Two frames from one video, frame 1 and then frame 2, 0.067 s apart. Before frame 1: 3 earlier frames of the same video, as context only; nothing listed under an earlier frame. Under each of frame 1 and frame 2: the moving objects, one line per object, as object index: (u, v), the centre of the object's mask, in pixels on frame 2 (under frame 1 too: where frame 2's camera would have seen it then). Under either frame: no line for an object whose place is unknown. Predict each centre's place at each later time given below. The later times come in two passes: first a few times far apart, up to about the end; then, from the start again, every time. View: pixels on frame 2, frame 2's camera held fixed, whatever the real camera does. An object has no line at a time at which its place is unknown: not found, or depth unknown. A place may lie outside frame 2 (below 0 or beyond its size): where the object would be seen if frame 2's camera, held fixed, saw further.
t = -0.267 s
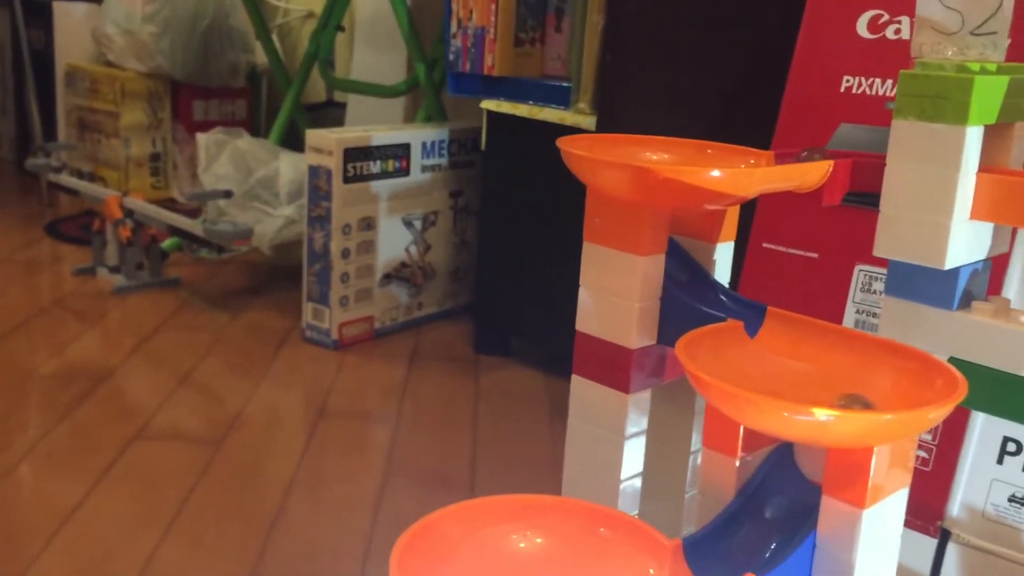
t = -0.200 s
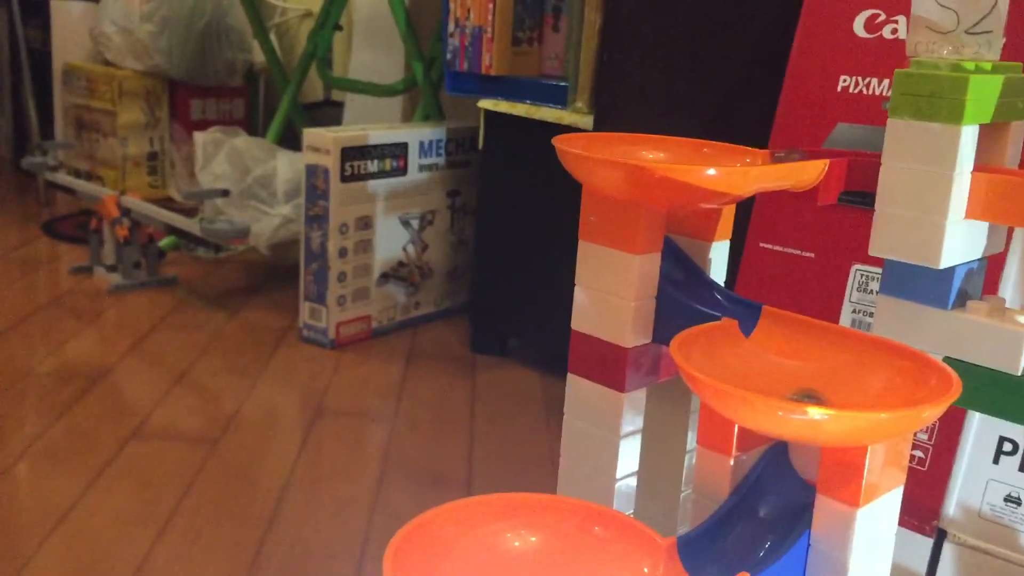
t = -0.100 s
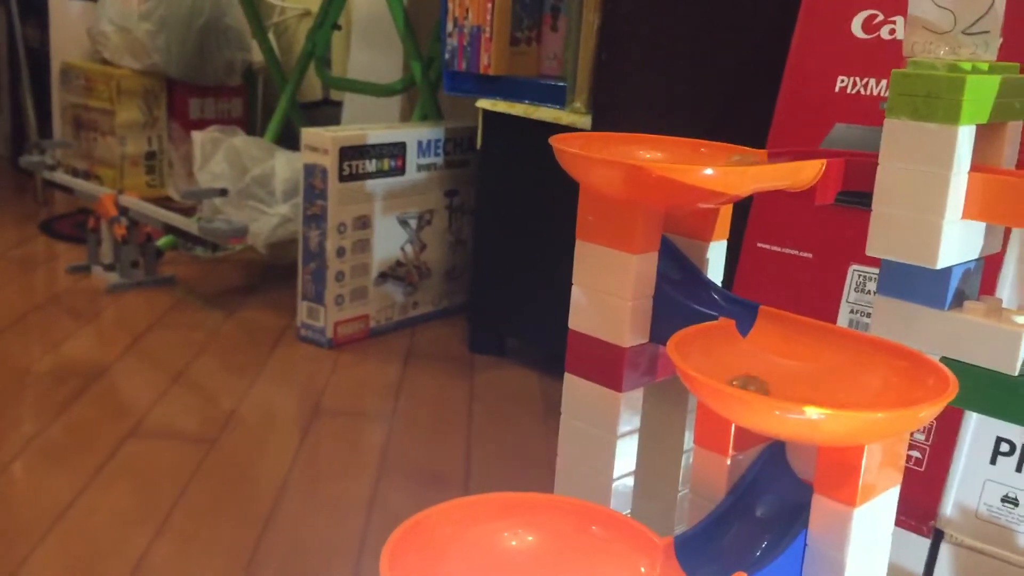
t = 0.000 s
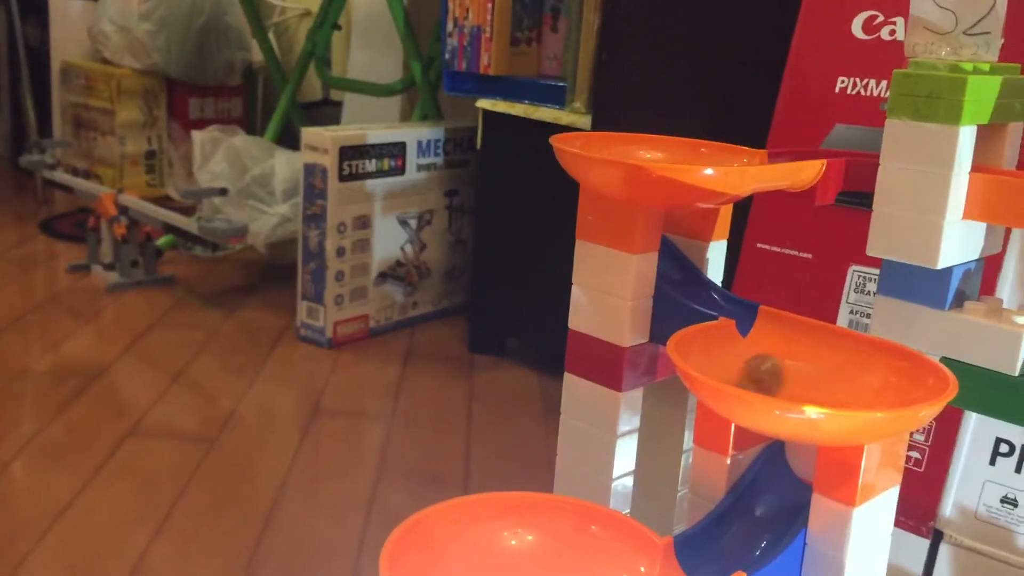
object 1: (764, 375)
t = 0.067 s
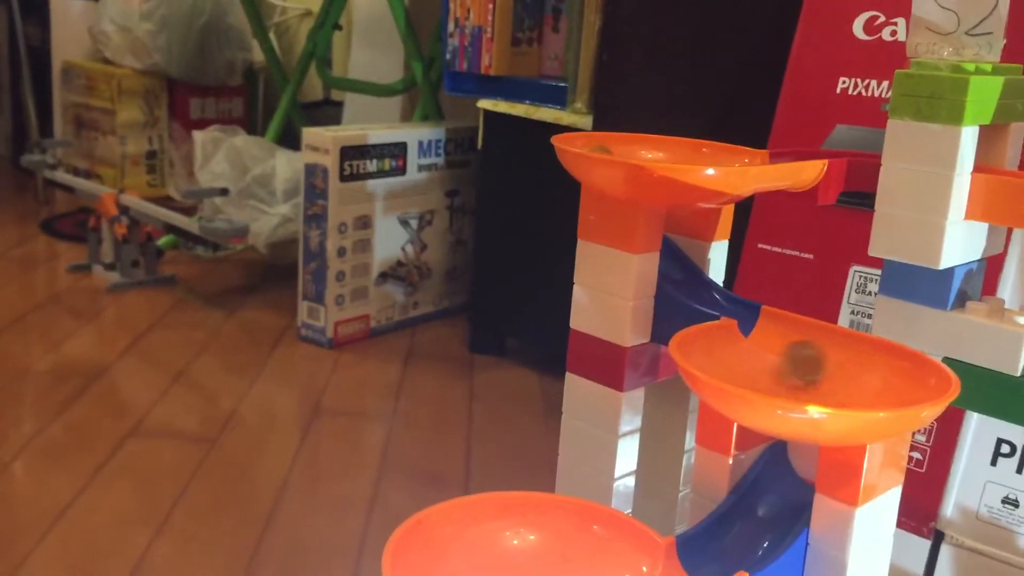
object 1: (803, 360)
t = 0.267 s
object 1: (846, 399)
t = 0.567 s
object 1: (773, 375)
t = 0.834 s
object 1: (843, 400)
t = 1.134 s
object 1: (771, 376)
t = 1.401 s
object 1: (847, 400)
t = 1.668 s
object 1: (757, 378)
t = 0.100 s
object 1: (822, 362)
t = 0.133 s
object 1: (840, 368)
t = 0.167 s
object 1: (852, 382)
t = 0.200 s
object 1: (857, 390)
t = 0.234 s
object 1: (855, 396)
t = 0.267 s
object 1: (846, 399)
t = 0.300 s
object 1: (833, 400)
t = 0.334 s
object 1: (812, 398)
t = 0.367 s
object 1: (789, 393)
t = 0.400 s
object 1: (772, 389)
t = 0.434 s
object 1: (757, 385)
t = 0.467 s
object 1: (751, 383)
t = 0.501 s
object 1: (752, 380)
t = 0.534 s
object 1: (759, 379)
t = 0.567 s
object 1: (773, 375)
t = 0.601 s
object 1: (790, 369)
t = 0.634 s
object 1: (809, 364)
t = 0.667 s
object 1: (829, 365)
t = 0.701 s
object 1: (843, 374)
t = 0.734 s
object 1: (853, 384)
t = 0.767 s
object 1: (855, 392)
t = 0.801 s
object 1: (853, 397)
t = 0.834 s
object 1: (843, 400)
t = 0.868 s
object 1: (830, 400)
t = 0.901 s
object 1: (811, 398)
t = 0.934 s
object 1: (790, 393)
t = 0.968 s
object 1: (770, 388)
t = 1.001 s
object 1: (758, 386)
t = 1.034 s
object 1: (753, 383)
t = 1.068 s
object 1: (754, 380)
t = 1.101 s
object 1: (760, 378)
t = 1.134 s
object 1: (771, 376)
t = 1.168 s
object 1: (786, 372)
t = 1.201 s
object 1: (804, 366)
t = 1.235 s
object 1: (819, 367)
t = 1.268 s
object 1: (836, 374)
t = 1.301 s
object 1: (847, 384)
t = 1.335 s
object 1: (852, 391)
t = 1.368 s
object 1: (852, 397)
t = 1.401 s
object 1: (847, 400)
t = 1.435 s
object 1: (835, 402)
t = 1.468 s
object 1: (821, 401)
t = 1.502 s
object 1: (804, 398)
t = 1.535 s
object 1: (785, 393)
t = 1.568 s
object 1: (770, 389)
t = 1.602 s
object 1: (760, 386)
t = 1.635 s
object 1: (757, 382)
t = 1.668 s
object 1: (757, 378)
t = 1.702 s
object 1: (762, 375)
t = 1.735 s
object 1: (770, 367)
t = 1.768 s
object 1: (784, 363)
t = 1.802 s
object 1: (799, 360)
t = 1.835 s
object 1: (814, 363)
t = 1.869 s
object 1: (828, 372)
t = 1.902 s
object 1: (839, 385)
